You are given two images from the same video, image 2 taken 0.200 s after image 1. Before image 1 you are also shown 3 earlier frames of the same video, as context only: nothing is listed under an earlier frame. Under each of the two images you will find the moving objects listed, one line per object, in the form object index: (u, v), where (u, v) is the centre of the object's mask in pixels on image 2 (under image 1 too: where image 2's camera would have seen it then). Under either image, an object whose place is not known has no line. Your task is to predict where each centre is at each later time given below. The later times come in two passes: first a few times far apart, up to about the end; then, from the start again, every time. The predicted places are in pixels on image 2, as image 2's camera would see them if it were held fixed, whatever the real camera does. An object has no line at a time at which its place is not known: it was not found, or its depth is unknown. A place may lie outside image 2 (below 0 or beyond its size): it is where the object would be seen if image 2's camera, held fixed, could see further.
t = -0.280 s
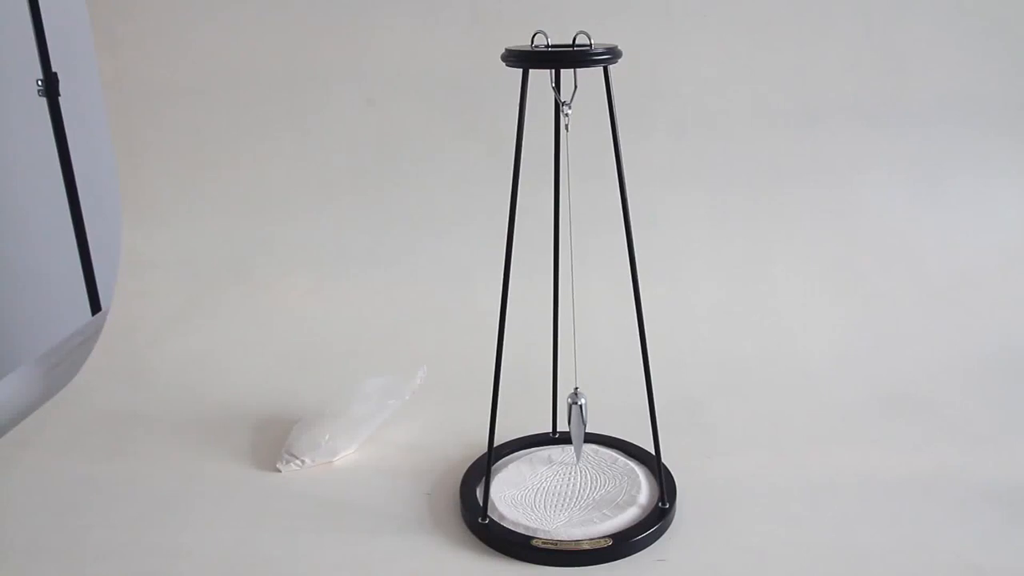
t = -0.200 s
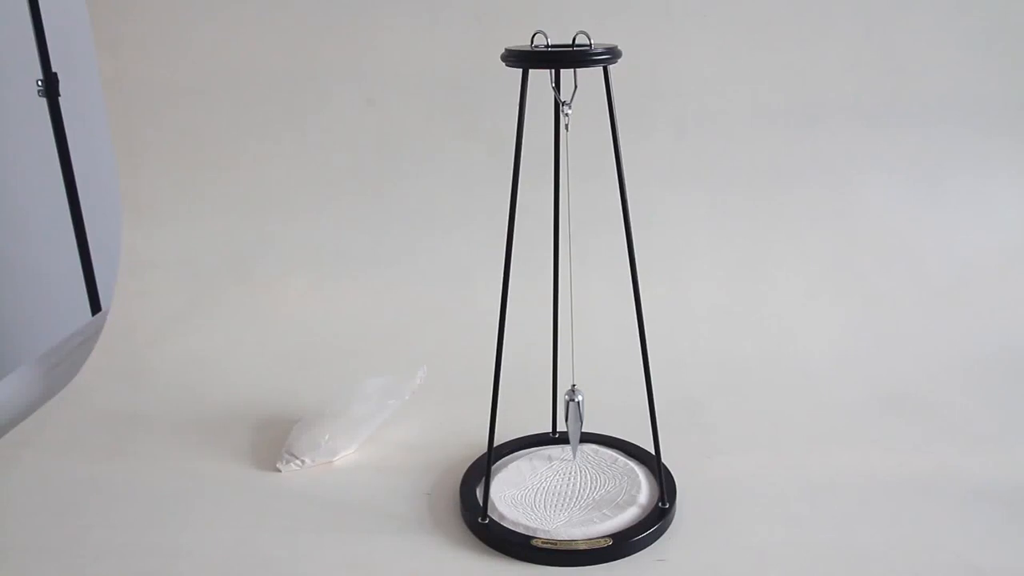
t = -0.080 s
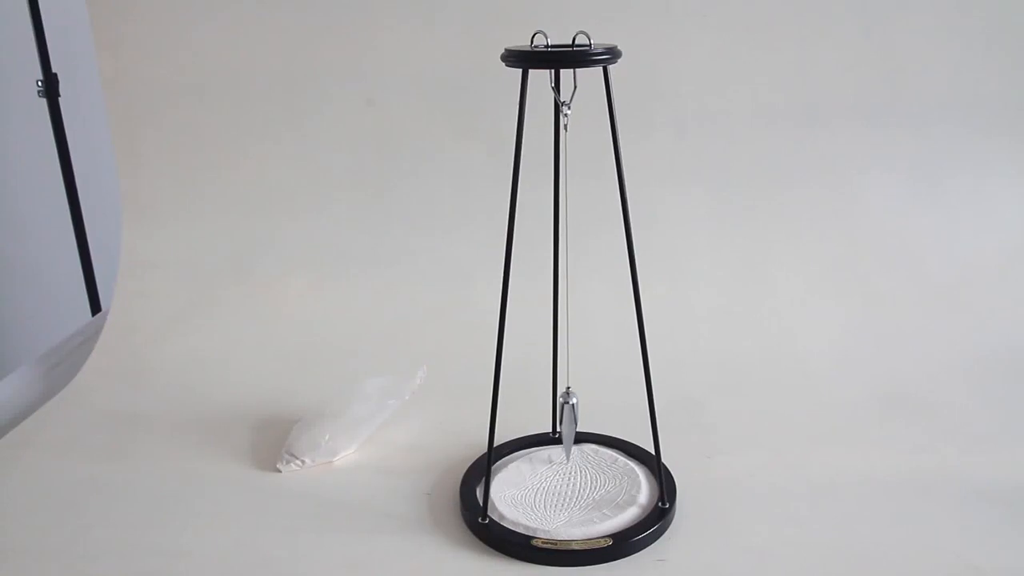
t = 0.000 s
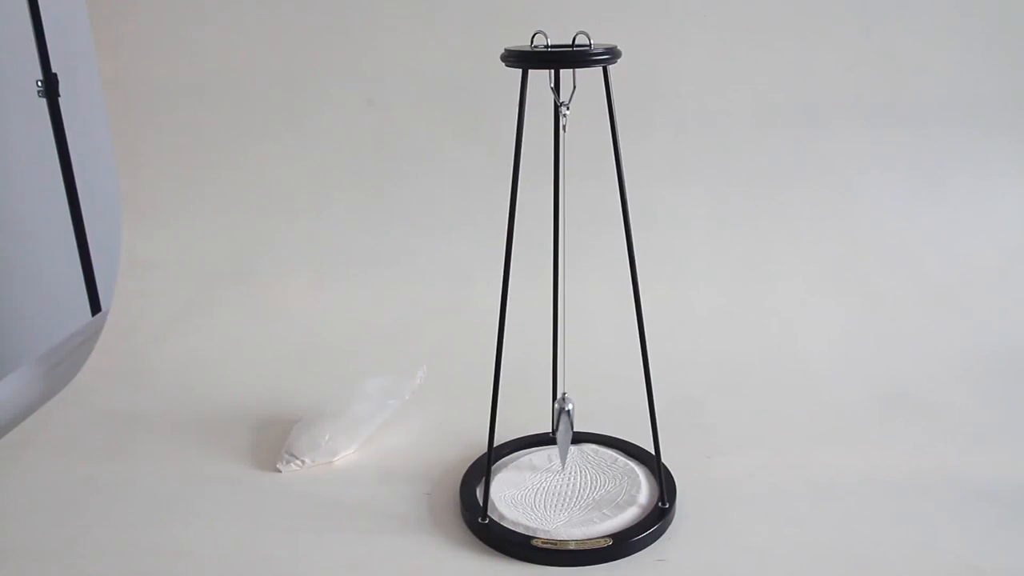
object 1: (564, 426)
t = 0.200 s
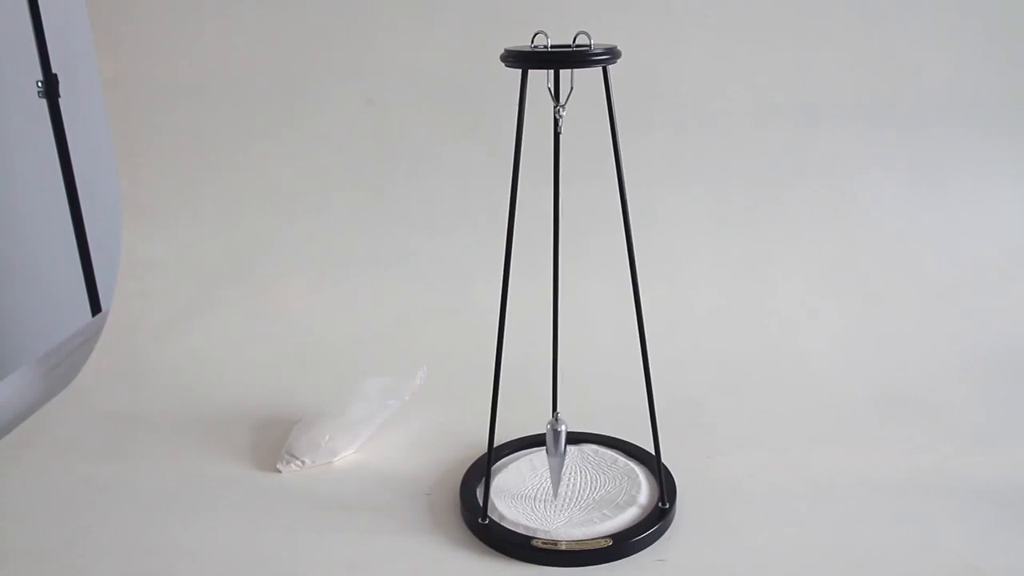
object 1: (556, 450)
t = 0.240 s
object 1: (555, 454)
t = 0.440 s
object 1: (557, 464)
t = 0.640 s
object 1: (564, 454)
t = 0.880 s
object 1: (571, 426)
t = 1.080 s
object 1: (572, 416)
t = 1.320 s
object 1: (569, 436)
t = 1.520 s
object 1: (562, 459)
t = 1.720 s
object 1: (556, 463)
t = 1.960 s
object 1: (557, 445)
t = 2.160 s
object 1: (566, 422)
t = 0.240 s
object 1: (555, 454)
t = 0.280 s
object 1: (555, 457)
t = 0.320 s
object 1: (555, 460)
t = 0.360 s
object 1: (556, 462)
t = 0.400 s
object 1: (556, 463)
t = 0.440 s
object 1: (557, 464)
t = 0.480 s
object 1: (558, 464)
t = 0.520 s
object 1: (560, 463)
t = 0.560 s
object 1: (561, 461)
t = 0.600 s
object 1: (562, 458)
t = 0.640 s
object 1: (564, 454)
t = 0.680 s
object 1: (565, 450)
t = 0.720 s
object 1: (566, 445)
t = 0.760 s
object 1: (568, 440)
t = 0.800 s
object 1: (569, 435)
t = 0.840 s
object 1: (570, 431)
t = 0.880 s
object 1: (571, 426)
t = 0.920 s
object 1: (571, 422)
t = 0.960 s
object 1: (572, 419)
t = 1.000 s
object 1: (572, 417)
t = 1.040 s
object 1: (572, 416)
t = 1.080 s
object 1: (572, 416)
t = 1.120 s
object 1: (572, 417)
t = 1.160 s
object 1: (571, 419)
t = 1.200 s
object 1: (571, 423)
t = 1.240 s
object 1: (570, 427)
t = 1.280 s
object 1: (569, 431)
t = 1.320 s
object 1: (569, 436)
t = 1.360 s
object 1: (567, 441)
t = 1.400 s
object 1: (566, 446)
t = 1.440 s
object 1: (565, 451)
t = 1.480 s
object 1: (563, 455)
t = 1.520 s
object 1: (562, 459)
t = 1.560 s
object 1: (561, 461)
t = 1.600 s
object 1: (559, 462)
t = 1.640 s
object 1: (558, 464)
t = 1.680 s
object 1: (557, 464)
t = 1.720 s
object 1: (556, 463)
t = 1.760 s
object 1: (555, 461)
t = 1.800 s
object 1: (555, 460)
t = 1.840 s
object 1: (555, 457)
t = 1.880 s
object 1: (555, 453)
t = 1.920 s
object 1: (556, 449)
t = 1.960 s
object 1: (557, 445)
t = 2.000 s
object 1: (559, 439)
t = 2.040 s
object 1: (560, 434)
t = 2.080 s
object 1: (562, 430)
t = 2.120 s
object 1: (563, 425)
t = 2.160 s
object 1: (566, 422)
